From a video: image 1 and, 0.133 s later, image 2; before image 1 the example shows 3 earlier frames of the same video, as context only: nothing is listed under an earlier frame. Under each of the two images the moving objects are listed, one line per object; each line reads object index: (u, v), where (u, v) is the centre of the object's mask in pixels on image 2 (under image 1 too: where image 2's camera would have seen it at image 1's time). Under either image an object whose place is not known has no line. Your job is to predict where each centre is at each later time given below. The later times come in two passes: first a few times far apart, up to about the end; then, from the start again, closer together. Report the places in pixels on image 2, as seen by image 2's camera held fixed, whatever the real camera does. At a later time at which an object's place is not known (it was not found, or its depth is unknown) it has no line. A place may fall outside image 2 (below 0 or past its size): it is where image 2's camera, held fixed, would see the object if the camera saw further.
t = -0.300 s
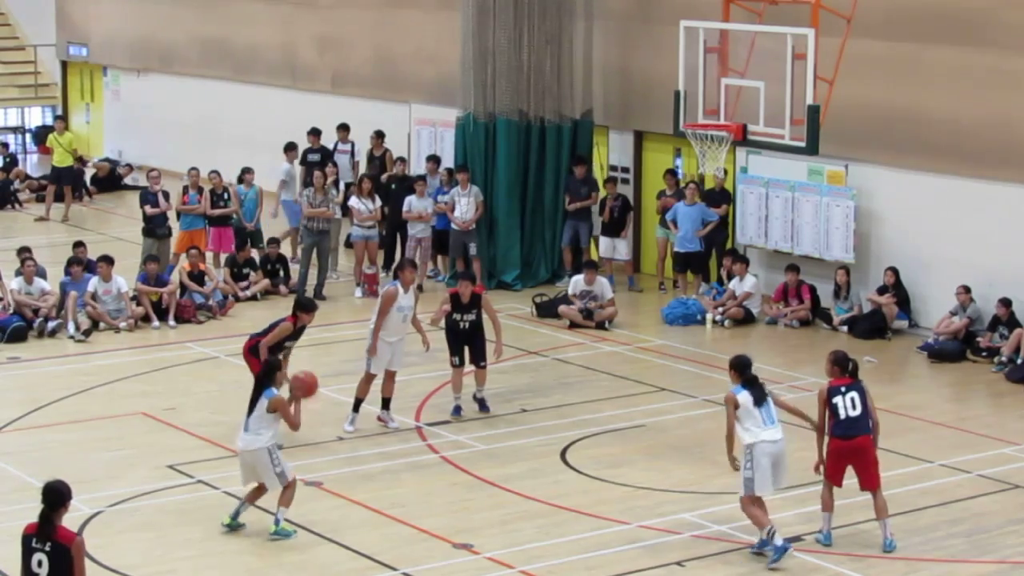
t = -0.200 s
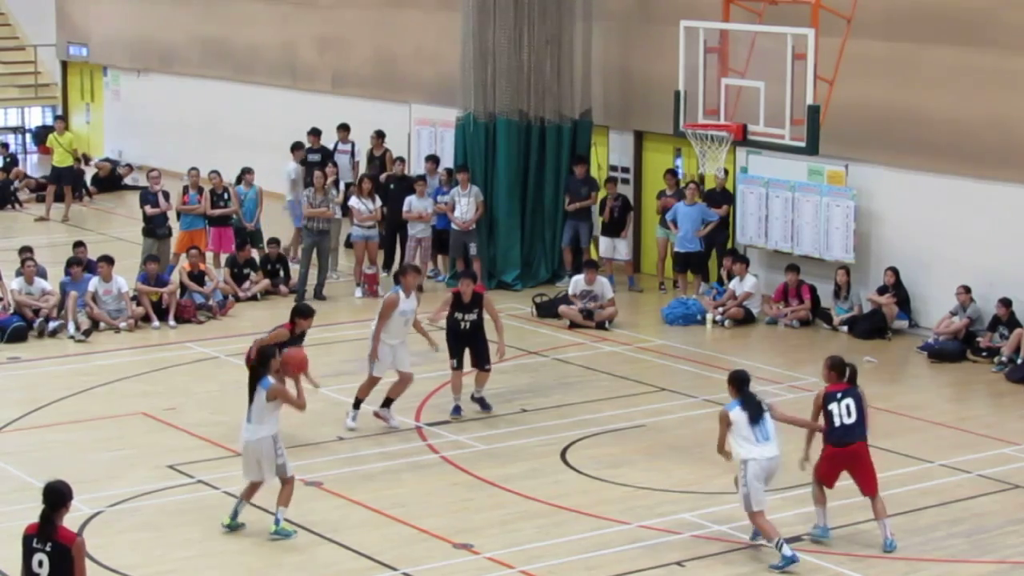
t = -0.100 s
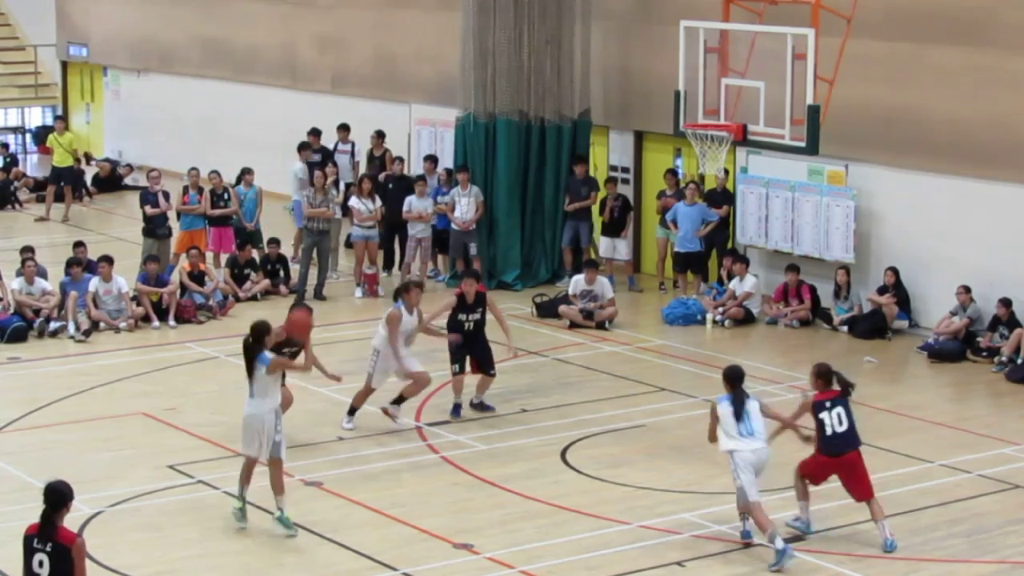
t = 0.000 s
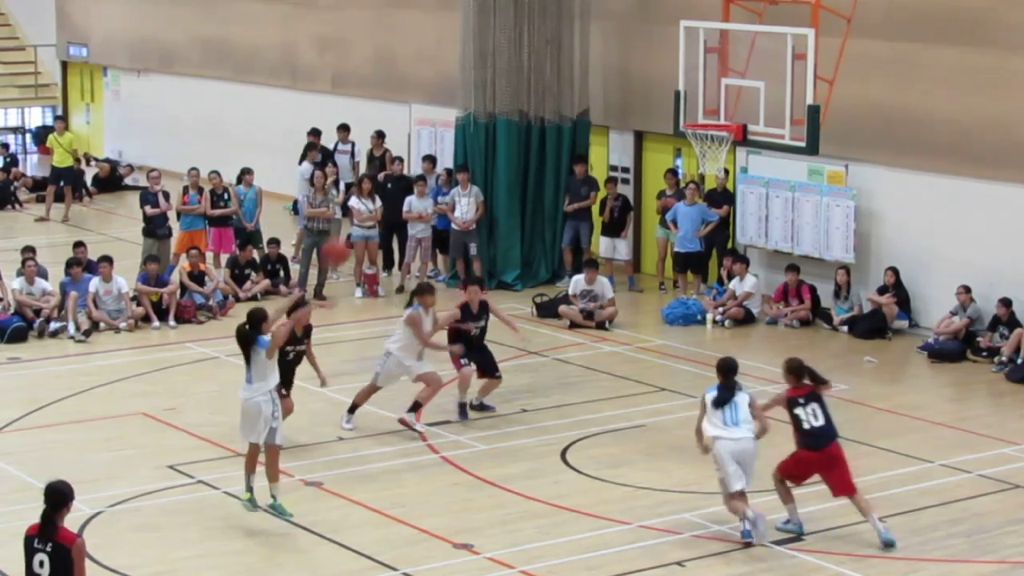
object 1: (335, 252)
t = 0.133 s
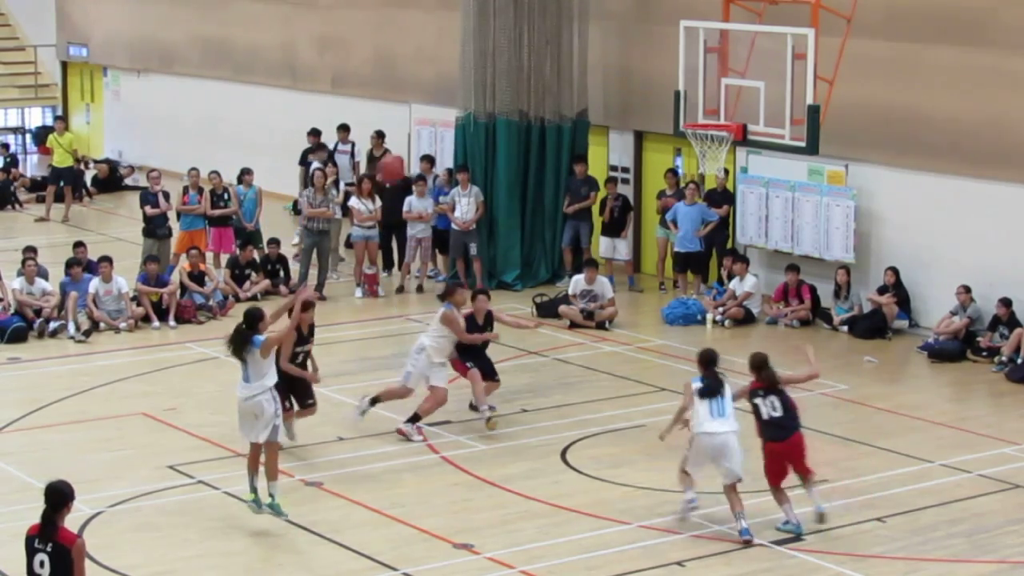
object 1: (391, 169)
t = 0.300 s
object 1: (458, 97)
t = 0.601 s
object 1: (568, 52)
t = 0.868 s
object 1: (658, 97)
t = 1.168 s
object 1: (629, 96)
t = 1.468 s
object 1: (572, 154)
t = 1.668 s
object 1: (538, 240)
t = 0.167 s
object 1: (405, 151)
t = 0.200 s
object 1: (418, 135)
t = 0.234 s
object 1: (432, 121)
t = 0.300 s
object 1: (458, 97)
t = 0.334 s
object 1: (472, 87)
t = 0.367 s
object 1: (484, 77)
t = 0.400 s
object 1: (496, 70)
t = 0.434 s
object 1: (509, 64)
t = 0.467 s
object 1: (521, 58)
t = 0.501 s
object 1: (534, 55)
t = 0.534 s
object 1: (546, 53)
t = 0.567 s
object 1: (558, 51)
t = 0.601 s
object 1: (568, 52)
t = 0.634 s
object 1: (581, 54)
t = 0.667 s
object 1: (593, 57)
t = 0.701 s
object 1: (604, 61)
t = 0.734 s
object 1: (615, 66)
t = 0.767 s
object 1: (627, 72)
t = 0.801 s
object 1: (637, 79)
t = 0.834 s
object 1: (648, 88)
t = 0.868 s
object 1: (658, 97)
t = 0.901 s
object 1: (669, 108)
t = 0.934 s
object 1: (674, 113)
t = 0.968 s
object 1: (668, 108)
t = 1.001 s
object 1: (662, 104)
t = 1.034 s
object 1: (656, 100)
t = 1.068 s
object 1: (649, 97)
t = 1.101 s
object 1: (642, 96)
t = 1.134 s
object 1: (636, 96)
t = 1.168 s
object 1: (629, 96)
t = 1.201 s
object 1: (623, 98)
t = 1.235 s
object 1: (616, 102)
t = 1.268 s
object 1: (610, 106)
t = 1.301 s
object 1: (604, 111)
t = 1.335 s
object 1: (597, 117)
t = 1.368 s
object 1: (591, 124)
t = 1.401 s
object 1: (584, 133)
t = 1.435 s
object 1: (579, 143)
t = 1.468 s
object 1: (572, 154)
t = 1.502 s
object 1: (567, 166)
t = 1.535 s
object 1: (561, 178)
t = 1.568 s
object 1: (554, 193)
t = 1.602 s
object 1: (549, 207)
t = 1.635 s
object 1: (543, 223)
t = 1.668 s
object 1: (538, 240)
